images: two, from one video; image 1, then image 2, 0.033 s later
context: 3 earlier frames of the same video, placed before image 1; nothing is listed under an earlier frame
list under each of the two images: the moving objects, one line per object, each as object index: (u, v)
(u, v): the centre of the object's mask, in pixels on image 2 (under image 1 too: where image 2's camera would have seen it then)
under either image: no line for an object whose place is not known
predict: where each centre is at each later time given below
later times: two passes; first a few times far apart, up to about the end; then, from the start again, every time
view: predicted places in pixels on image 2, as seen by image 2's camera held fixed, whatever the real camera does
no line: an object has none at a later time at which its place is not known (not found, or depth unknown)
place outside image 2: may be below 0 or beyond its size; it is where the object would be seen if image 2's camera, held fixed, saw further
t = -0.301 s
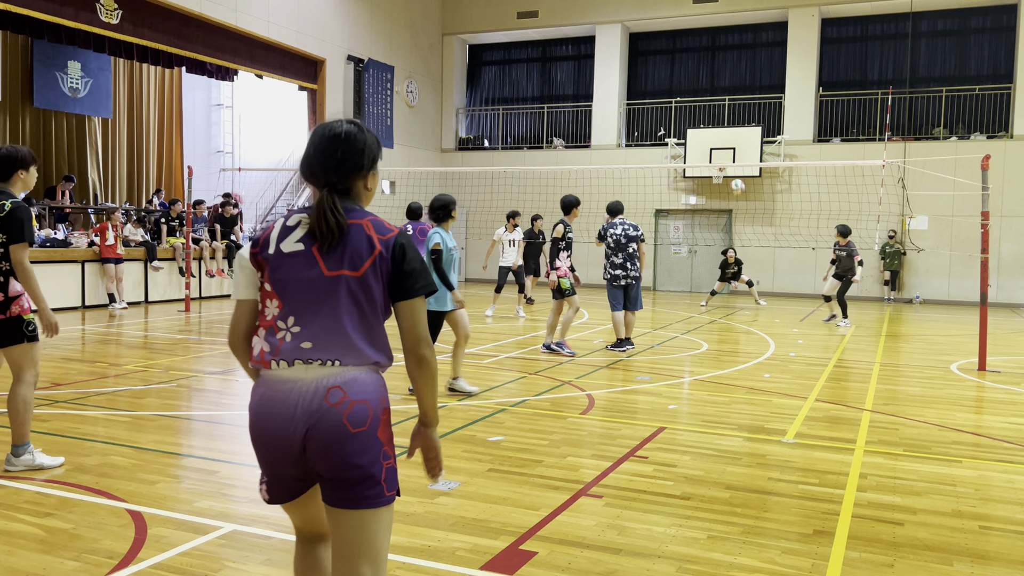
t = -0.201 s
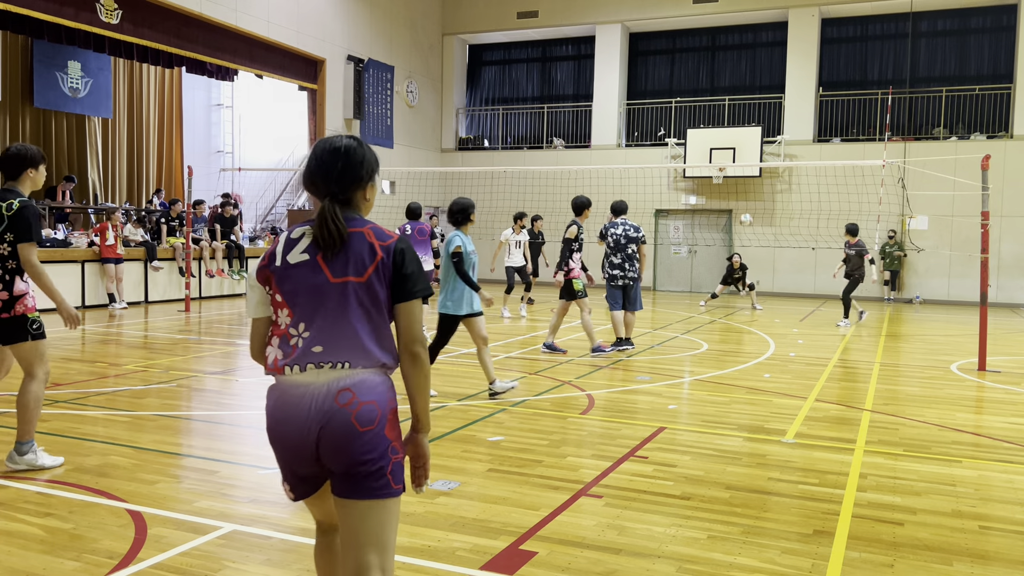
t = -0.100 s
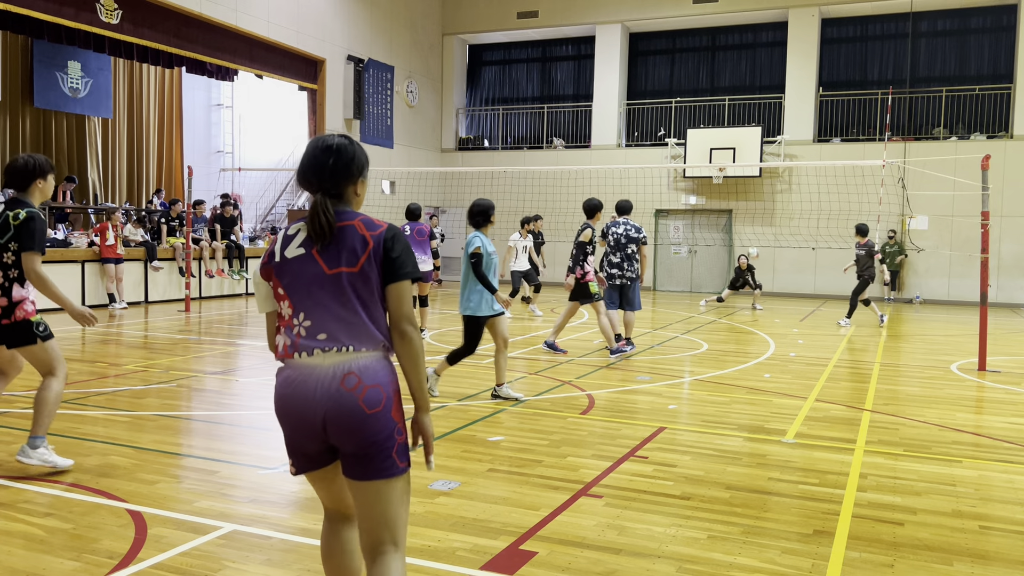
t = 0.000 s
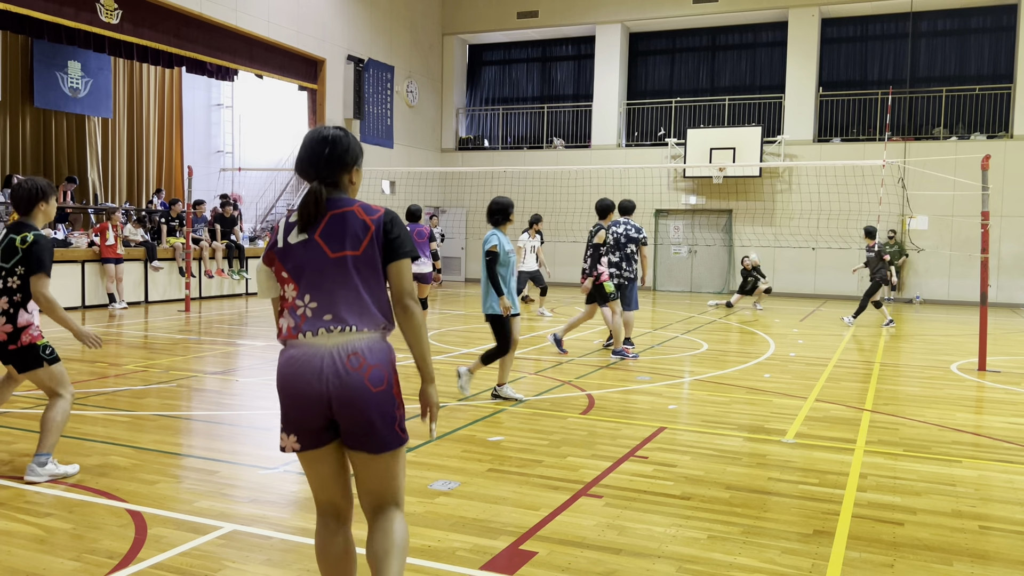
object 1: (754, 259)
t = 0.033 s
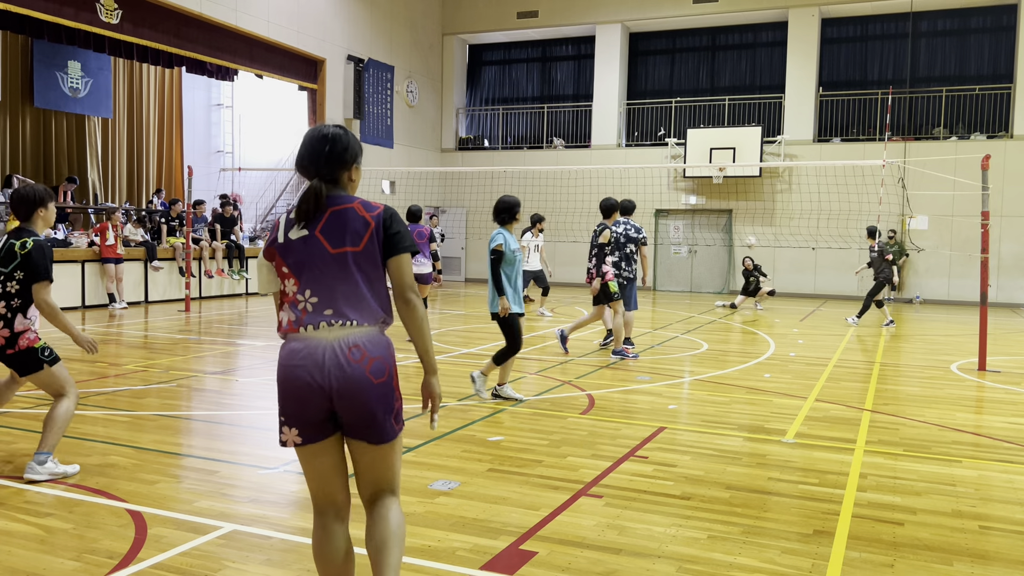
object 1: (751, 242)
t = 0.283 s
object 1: (724, 150)
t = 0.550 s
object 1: (693, 81)
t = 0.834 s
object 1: (653, 49)
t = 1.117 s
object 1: (609, 66)
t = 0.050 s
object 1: (749, 236)
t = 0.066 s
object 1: (748, 228)
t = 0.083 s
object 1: (747, 221)
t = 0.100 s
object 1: (745, 215)
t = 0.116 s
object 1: (743, 208)
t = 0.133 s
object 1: (741, 201)
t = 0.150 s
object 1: (740, 195)
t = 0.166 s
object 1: (738, 189)
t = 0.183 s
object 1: (736, 183)
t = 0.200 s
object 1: (735, 178)
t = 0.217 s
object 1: (733, 172)
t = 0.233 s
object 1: (732, 166)
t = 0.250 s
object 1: (729, 159)
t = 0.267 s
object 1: (727, 155)
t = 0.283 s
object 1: (724, 150)
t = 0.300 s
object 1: (723, 144)
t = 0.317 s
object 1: (721, 138)
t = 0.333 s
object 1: (719, 132)
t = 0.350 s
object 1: (717, 128)
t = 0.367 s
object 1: (715, 123)
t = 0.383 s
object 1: (714, 119)
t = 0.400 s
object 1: (712, 115)
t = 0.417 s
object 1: (710, 110)
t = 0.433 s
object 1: (707, 106)
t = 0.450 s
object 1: (706, 102)
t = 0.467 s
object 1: (703, 98)
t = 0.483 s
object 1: (701, 94)
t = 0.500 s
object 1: (699, 91)
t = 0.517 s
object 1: (697, 87)
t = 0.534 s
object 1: (694, 84)
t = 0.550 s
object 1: (693, 81)
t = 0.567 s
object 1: (690, 77)
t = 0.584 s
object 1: (688, 74)
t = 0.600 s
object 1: (686, 72)
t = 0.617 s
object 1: (684, 69)
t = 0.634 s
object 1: (681, 67)
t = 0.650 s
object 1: (679, 64)
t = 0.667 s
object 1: (677, 62)
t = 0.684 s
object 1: (674, 60)
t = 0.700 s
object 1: (672, 59)
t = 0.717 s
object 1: (670, 57)
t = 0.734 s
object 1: (667, 55)
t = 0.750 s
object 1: (665, 54)
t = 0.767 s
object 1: (663, 52)
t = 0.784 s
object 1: (660, 51)
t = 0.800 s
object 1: (658, 51)
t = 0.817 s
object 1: (655, 50)
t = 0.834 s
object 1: (653, 49)
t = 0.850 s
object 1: (651, 49)
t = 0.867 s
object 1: (648, 49)
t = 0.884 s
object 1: (646, 49)
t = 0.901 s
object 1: (643, 49)
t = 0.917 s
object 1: (640, 49)
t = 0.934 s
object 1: (638, 49)
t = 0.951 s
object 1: (636, 50)
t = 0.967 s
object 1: (633, 51)
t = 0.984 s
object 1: (631, 52)
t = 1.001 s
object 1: (628, 53)
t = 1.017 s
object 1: (625, 54)
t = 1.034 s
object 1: (622, 56)
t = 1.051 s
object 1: (620, 57)
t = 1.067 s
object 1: (617, 59)
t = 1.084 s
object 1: (614, 61)
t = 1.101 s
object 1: (612, 63)
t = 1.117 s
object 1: (609, 66)
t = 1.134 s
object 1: (606, 69)
